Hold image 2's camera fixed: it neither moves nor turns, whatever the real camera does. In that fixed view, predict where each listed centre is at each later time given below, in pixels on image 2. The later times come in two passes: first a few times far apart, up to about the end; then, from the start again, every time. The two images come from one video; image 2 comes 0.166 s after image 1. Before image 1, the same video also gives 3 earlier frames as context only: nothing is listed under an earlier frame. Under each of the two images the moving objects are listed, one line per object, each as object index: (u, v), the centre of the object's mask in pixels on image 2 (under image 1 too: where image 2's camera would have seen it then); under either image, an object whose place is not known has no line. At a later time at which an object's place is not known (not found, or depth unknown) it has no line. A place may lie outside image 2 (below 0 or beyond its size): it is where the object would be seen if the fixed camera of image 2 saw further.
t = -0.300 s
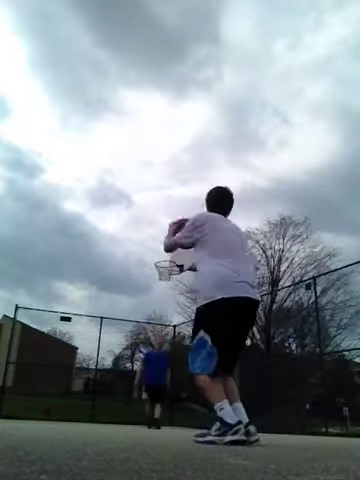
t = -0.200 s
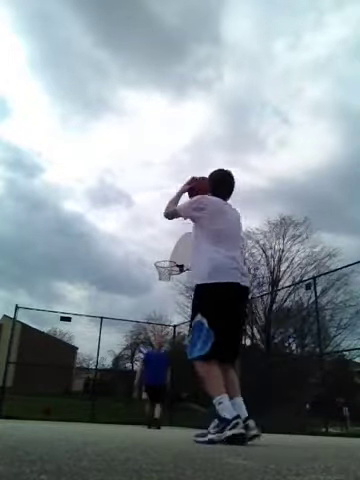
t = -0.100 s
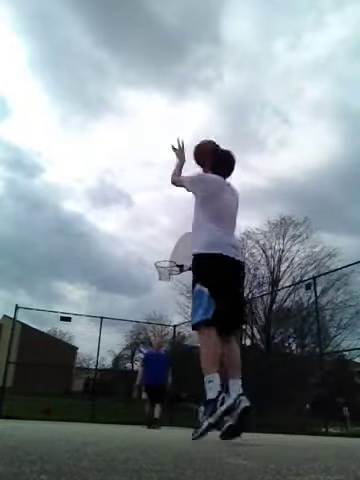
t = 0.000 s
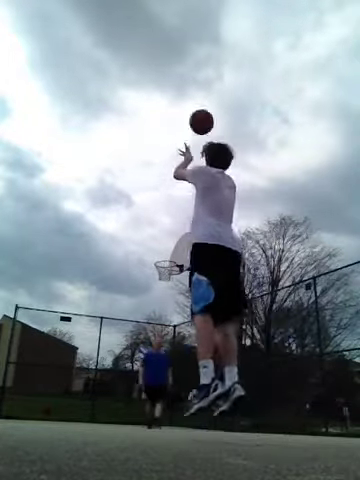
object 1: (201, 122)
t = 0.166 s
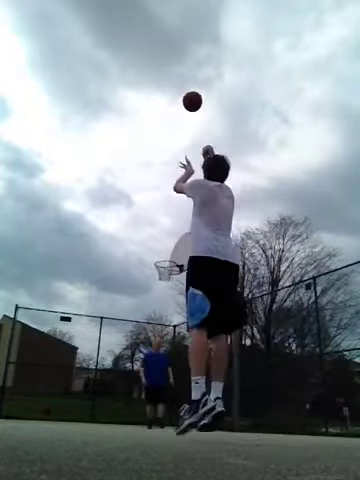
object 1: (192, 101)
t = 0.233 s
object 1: (189, 100)
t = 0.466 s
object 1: (180, 116)
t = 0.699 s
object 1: (174, 151)
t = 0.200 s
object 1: (190, 100)
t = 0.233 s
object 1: (189, 100)
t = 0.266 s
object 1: (188, 100)
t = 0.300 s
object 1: (186, 102)
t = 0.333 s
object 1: (185, 103)
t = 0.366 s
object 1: (184, 106)
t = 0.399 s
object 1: (182, 109)
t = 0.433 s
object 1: (181, 112)
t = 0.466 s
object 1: (180, 116)
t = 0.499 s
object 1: (179, 120)
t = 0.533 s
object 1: (178, 124)
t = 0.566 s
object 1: (177, 129)
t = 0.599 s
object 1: (176, 134)
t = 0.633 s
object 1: (175, 139)
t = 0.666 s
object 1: (174, 145)
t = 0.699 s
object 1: (174, 151)
